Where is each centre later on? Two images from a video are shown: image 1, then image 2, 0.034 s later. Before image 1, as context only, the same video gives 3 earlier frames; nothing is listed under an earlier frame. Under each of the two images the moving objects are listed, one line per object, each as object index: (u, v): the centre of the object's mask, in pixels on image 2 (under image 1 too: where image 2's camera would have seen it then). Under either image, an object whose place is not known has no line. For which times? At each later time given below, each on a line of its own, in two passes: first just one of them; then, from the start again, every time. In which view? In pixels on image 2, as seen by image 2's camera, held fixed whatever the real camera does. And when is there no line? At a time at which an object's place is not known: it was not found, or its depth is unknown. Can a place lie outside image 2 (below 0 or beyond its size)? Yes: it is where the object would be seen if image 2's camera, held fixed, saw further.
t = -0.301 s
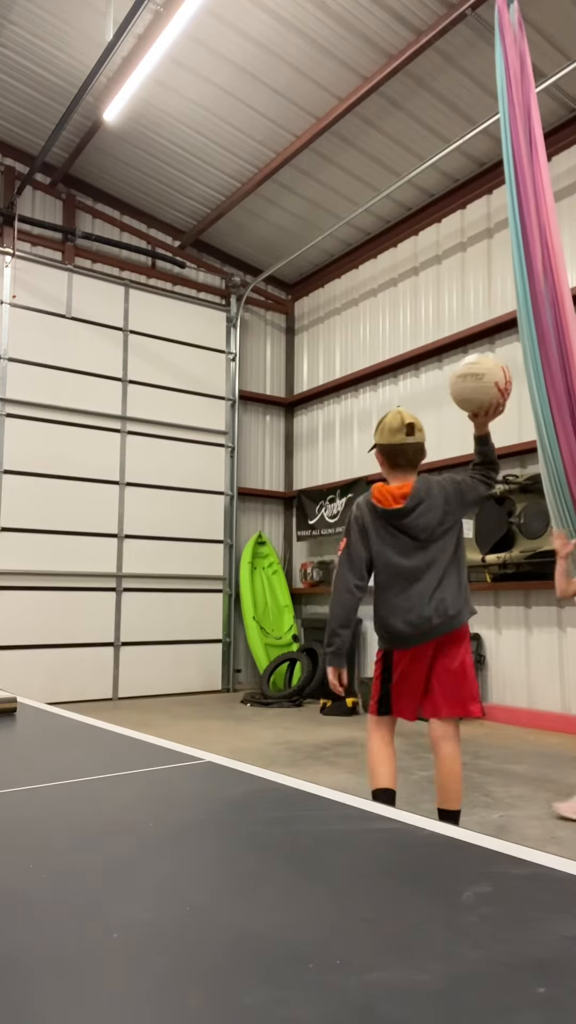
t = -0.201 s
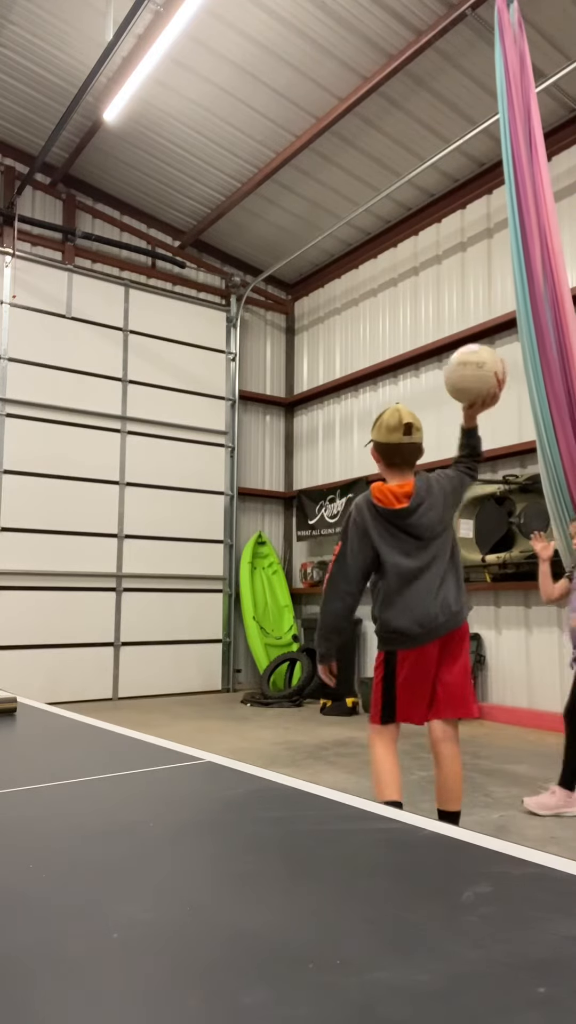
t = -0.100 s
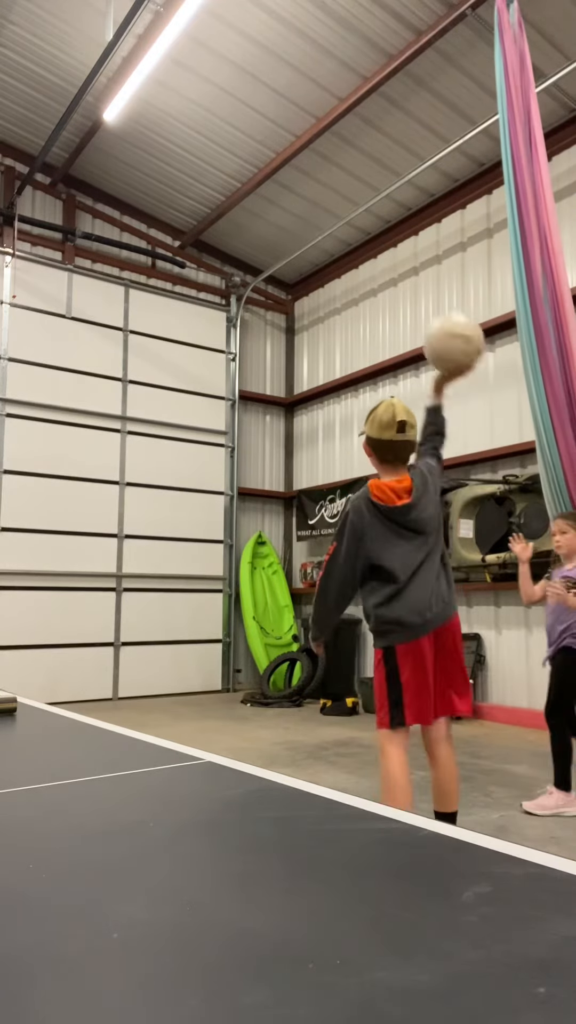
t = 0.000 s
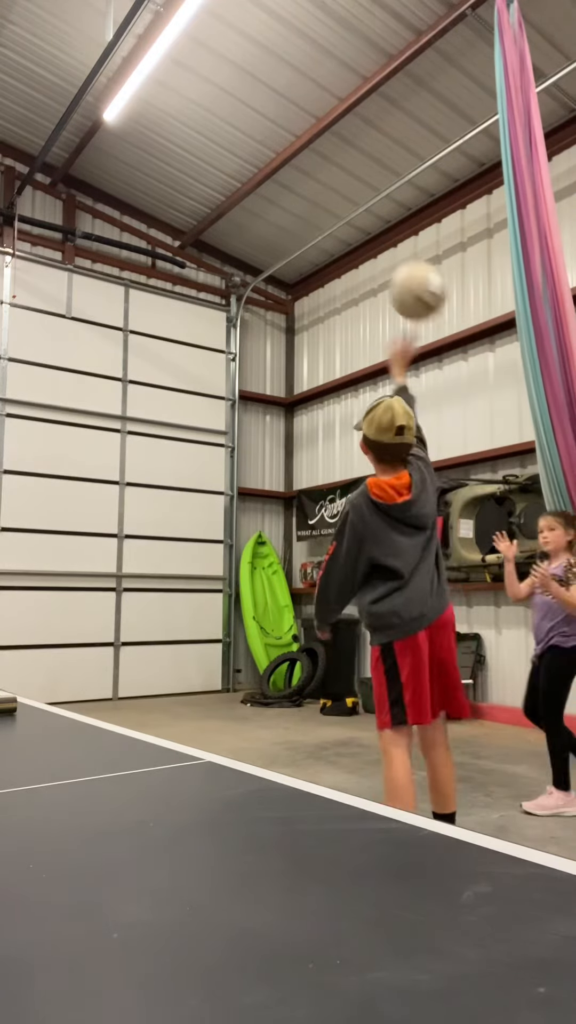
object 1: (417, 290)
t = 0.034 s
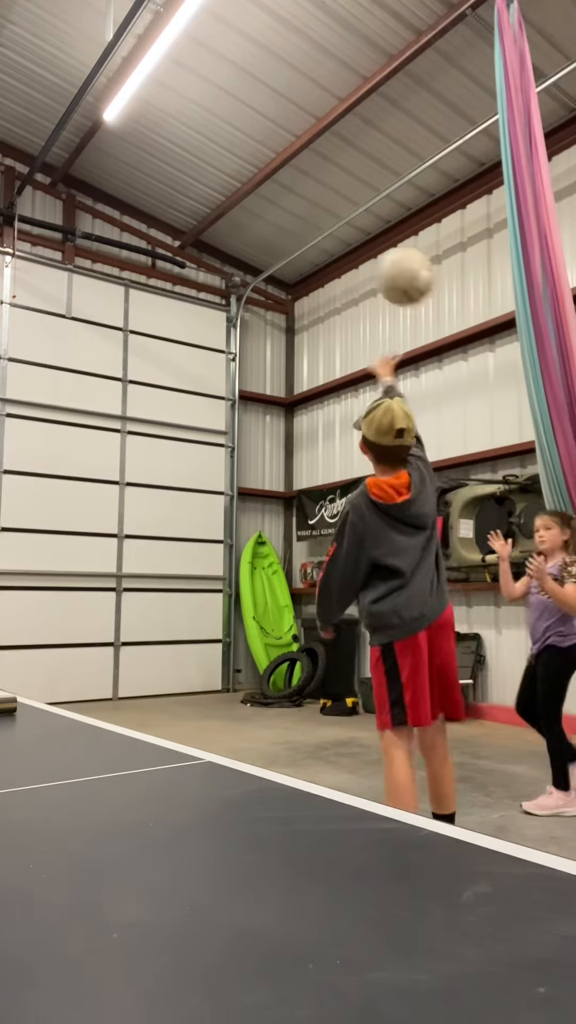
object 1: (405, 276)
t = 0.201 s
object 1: (347, 248)
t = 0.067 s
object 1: (393, 265)
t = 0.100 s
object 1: (381, 257)
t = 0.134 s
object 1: (369, 251)
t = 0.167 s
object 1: (358, 248)
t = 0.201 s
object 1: (347, 248)
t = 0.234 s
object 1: (336, 251)
